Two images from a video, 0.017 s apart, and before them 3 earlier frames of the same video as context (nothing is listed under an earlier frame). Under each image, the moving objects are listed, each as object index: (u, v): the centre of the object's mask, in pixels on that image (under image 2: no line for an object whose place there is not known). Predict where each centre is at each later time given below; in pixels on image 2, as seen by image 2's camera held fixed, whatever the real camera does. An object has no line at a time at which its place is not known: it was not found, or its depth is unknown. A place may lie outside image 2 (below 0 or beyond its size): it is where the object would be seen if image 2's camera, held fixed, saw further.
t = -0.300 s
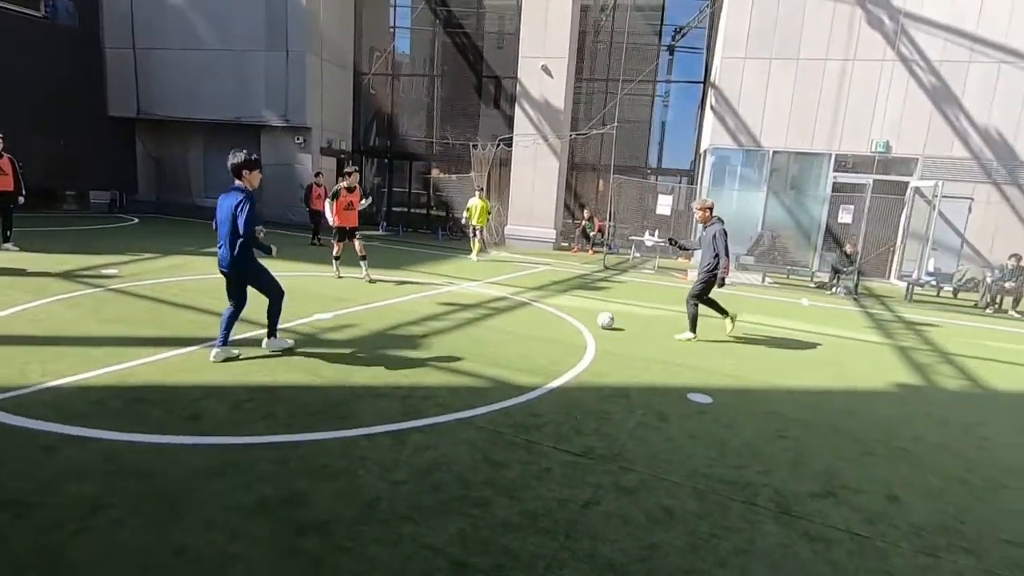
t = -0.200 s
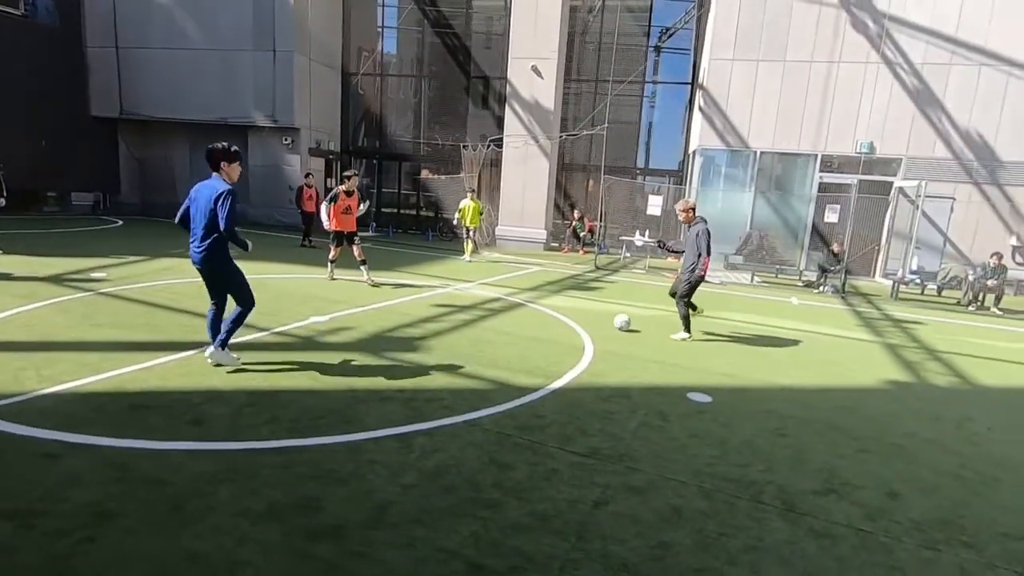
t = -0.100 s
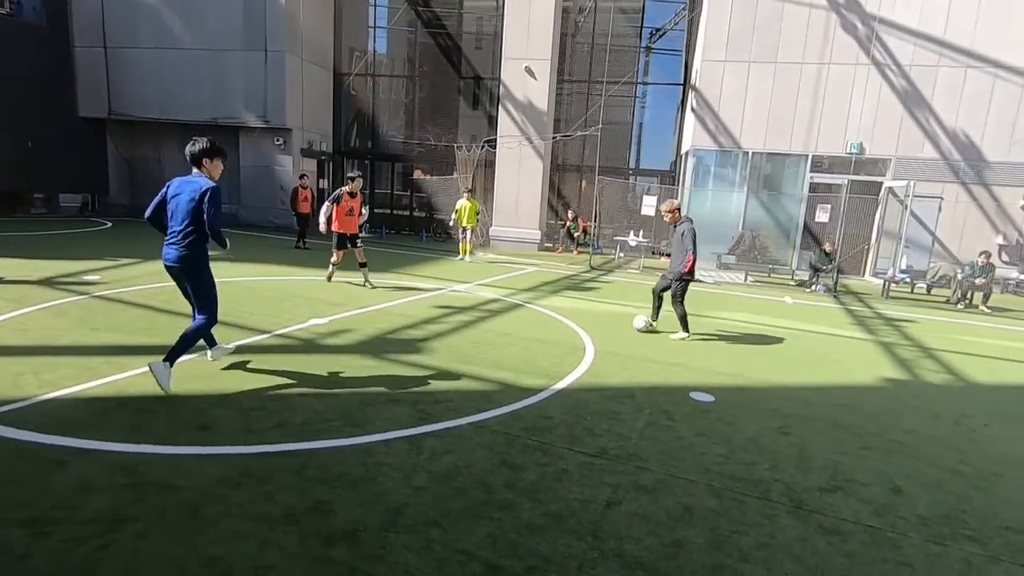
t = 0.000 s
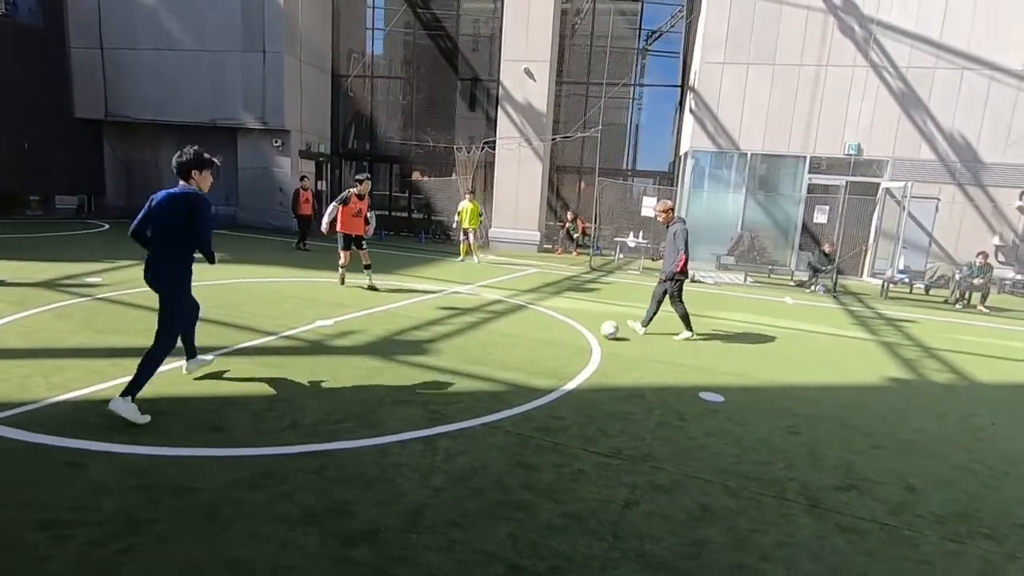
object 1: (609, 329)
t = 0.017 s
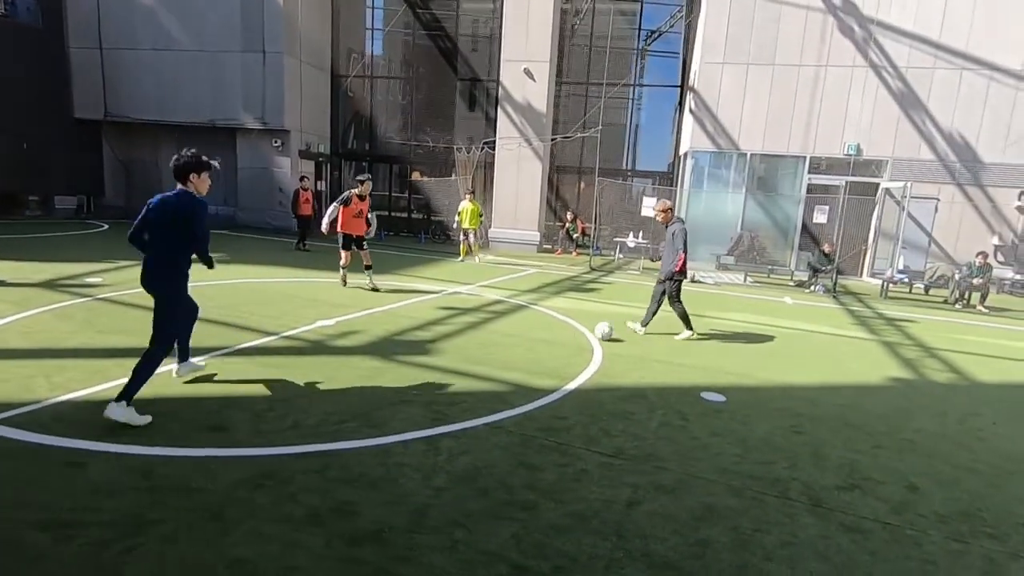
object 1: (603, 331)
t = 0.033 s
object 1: (596, 332)
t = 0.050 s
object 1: (590, 333)
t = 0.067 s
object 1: (583, 334)
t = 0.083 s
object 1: (576, 336)
